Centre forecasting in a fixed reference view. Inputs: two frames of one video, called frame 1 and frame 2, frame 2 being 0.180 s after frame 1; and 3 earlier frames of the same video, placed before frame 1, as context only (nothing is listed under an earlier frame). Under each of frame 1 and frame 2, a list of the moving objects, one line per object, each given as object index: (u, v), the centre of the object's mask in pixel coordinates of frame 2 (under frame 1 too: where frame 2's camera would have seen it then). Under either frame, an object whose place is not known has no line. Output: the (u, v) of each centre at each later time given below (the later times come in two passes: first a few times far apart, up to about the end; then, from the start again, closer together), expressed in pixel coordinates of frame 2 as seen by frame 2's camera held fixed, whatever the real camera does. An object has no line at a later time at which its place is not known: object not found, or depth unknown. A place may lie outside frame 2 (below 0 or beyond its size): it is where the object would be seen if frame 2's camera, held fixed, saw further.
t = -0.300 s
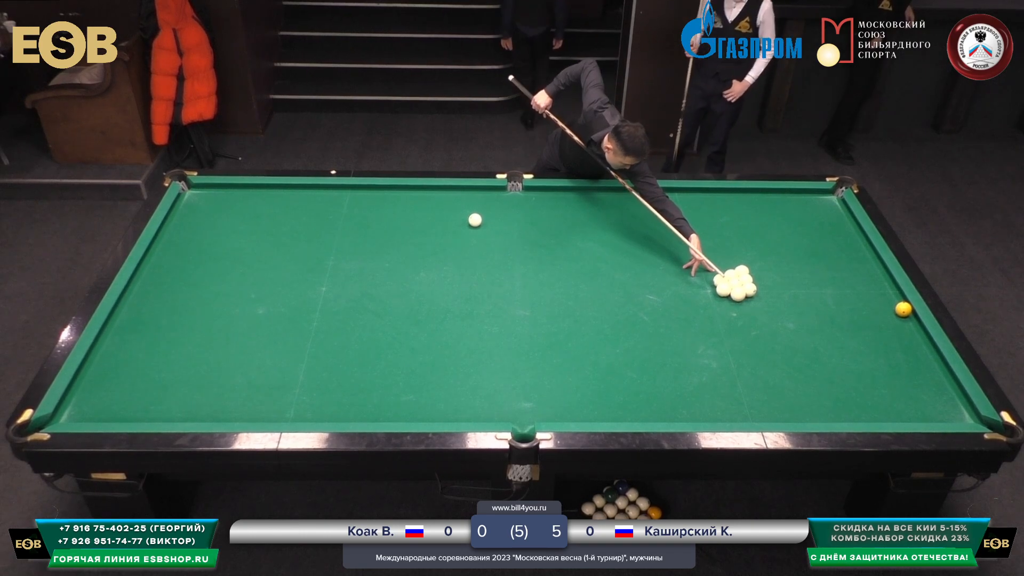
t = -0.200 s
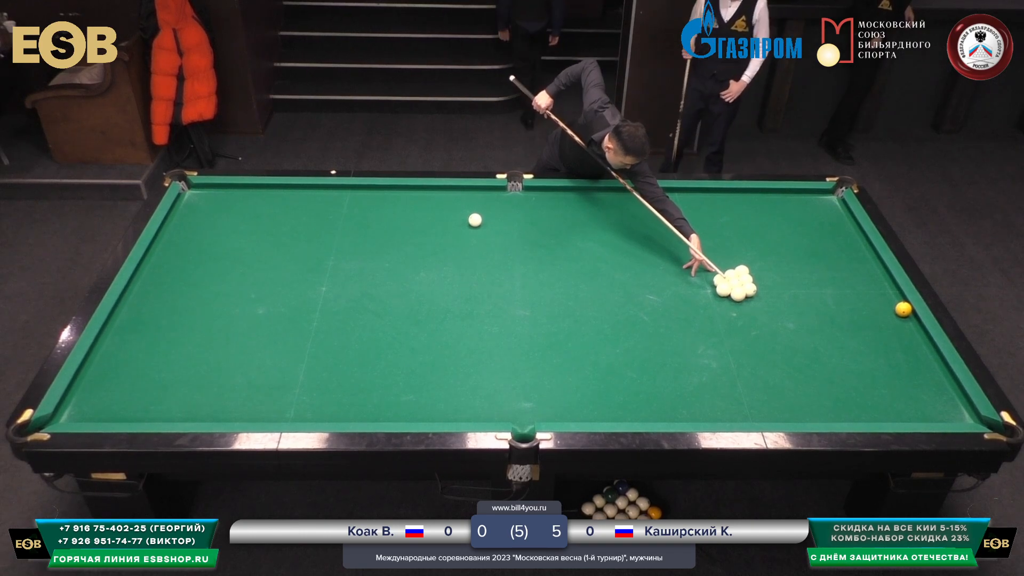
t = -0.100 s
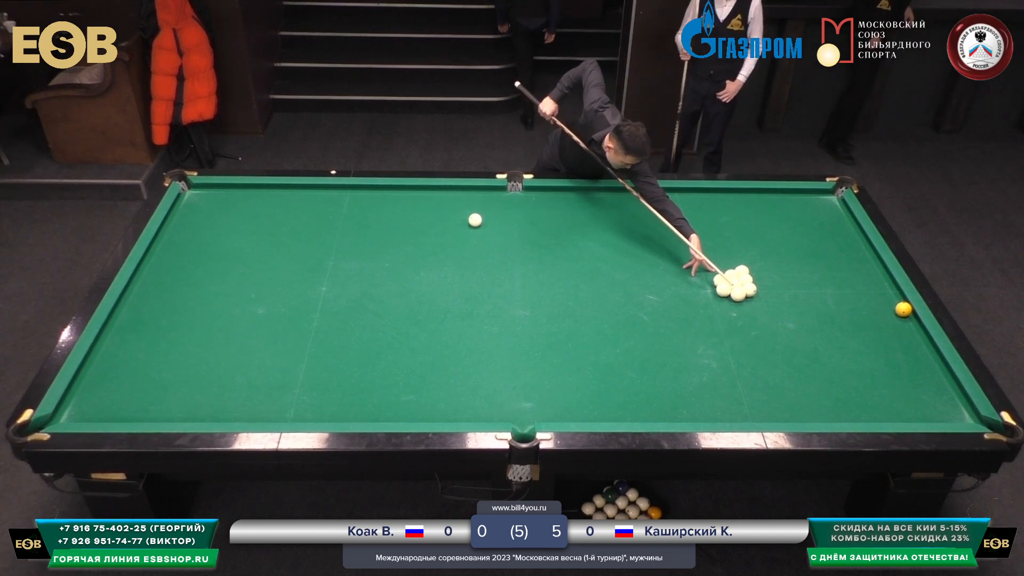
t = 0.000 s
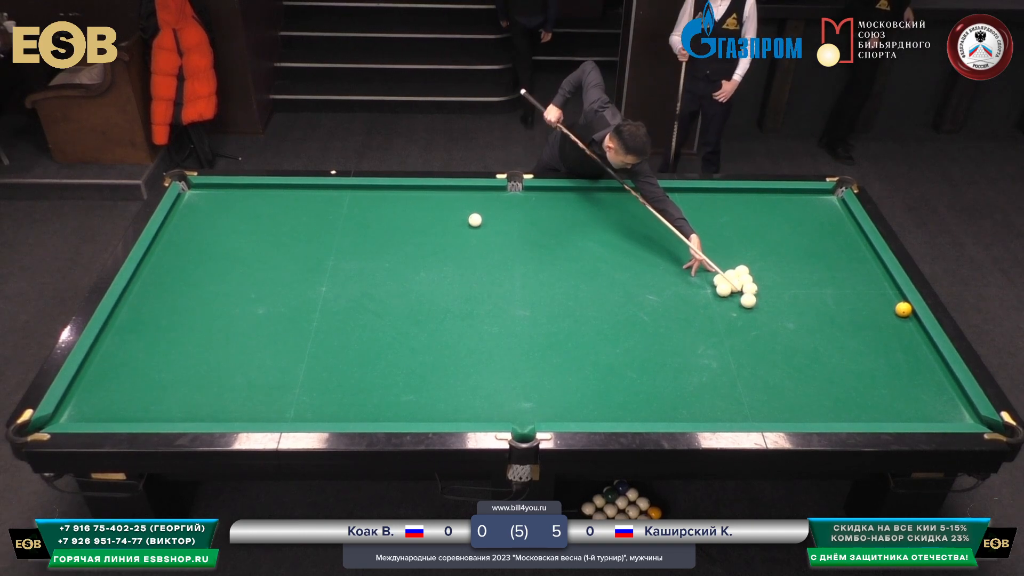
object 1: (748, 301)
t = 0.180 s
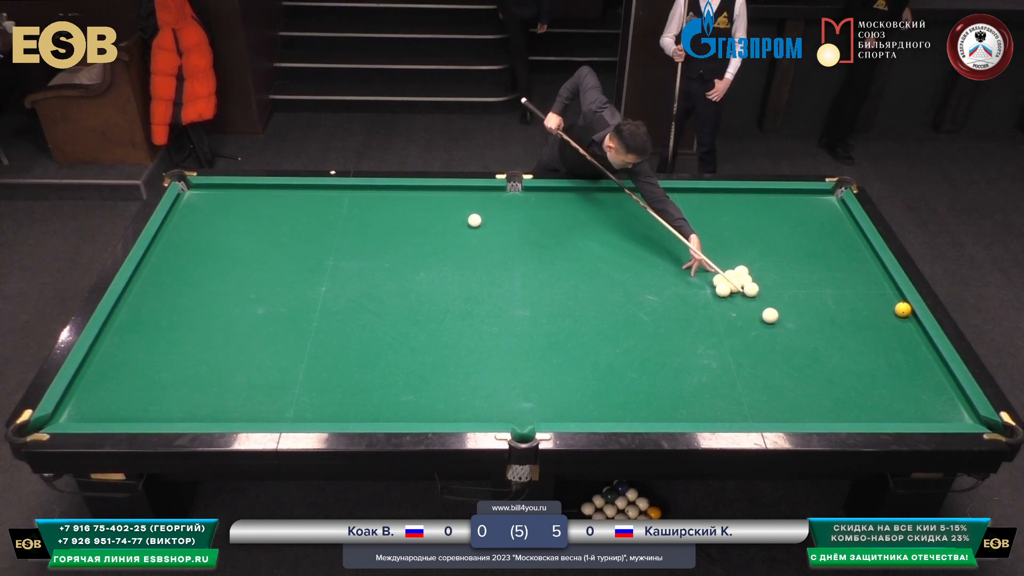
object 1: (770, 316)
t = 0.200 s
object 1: (772, 317)
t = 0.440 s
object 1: (803, 337)
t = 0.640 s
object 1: (830, 354)
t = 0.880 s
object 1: (862, 376)
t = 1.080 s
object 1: (890, 394)
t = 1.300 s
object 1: (921, 414)
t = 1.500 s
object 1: (932, 411)
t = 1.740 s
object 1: (939, 399)
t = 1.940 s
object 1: (944, 390)
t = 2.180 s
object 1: (949, 381)
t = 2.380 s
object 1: (942, 374)
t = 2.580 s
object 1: (934, 368)
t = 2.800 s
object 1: (926, 362)
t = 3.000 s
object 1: (919, 358)
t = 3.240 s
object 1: (912, 353)
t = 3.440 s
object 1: (906, 349)
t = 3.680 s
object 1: (901, 345)
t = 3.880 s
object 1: (897, 342)
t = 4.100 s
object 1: (894, 340)
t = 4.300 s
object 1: (891, 338)
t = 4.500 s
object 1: (889, 336)
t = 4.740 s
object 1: (886, 335)
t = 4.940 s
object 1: (885, 334)
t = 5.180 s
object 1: (885, 334)
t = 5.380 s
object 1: (885, 334)
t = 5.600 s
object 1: (885, 334)
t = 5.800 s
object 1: (885, 334)
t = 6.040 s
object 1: (885, 334)
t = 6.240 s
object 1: (885, 334)
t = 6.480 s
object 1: (885, 334)
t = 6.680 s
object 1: (885, 334)
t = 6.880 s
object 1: (885, 334)
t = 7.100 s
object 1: (885, 334)
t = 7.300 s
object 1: (886, 334)
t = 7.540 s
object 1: (885, 334)
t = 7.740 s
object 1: (885, 334)
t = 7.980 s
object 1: (885, 334)
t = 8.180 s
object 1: (885, 334)
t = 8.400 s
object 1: (885, 334)
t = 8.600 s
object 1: (885, 334)
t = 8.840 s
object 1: (886, 334)
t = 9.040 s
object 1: (885, 334)
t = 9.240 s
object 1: (885, 334)
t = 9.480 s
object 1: (885, 334)
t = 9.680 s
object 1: (885, 334)
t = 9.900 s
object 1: (885, 334)
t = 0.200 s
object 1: (772, 317)
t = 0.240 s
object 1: (777, 320)
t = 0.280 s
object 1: (783, 324)
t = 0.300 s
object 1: (785, 325)
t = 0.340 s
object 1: (790, 329)
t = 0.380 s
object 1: (796, 332)
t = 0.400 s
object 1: (798, 334)
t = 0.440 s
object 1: (803, 337)
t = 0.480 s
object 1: (809, 341)
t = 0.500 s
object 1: (811, 342)
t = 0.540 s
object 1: (817, 346)
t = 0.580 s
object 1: (822, 349)
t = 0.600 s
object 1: (825, 351)
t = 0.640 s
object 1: (830, 354)
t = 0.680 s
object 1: (835, 358)
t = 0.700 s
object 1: (838, 360)
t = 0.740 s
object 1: (843, 363)
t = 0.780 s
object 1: (848, 367)
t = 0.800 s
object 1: (851, 369)
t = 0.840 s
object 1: (857, 372)
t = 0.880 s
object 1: (862, 376)
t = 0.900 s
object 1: (865, 377)
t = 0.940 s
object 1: (870, 381)
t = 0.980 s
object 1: (876, 385)
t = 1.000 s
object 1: (879, 386)
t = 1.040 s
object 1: (884, 390)
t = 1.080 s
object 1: (890, 394)
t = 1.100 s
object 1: (893, 395)
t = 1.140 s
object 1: (898, 399)
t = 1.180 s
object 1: (904, 403)
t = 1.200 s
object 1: (907, 405)
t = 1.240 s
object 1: (913, 408)
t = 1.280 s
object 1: (918, 412)
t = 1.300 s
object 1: (921, 414)
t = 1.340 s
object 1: (927, 416)
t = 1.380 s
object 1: (929, 415)
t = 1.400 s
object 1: (930, 415)
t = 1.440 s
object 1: (931, 413)
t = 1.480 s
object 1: (931, 412)
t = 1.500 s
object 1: (932, 411)
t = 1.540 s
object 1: (933, 409)
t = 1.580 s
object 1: (934, 407)
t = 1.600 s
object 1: (935, 406)
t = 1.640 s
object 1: (936, 404)
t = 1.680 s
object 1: (937, 402)
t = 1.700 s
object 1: (937, 401)
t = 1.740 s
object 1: (939, 399)
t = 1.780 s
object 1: (940, 397)
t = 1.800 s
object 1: (940, 396)
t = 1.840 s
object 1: (941, 395)
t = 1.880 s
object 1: (943, 393)
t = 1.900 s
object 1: (943, 392)
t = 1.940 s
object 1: (944, 390)
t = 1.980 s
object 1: (945, 388)
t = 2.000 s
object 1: (945, 388)
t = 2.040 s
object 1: (946, 386)
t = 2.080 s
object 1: (947, 384)
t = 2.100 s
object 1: (948, 384)
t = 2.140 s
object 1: (948, 382)
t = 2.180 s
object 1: (949, 381)
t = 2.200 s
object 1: (949, 380)
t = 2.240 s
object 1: (948, 378)
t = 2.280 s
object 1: (946, 377)
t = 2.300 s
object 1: (946, 377)
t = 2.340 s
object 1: (944, 375)
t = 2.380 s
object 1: (942, 374)
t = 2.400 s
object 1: (941, 373)
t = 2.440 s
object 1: (939, 372)
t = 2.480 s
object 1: (938, 371)
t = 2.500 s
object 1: (937, 370)
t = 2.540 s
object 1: (936, 370)
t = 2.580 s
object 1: (934, 368)
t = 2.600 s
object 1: (934, 368)
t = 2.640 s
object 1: (932, 366)
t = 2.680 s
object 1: (930, 366)
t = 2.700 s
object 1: (930, 365)
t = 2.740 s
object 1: (928, 364)
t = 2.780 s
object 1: (927, 363)
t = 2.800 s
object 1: (926, 362)
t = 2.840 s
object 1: (925, 362)
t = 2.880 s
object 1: (923, 361)
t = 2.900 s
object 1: (922, 360)
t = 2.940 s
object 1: (921, 359)
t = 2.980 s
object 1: (920, 358)
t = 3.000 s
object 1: (919, 358)
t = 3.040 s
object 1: (918, 357)
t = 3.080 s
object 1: (916, 356)
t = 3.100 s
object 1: (916, 356)
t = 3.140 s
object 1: (915, 355)
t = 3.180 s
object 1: (913, 354)
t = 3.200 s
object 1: (913, 354)
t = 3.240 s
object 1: (912, 353)
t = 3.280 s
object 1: (911, 352)
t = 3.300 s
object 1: (910, 352)
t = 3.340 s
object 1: (909, 351)
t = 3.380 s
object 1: (908, 350)
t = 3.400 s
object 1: (907, 350)
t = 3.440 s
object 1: (906, 349)
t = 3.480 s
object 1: (906, 348)
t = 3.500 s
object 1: (905, 348)
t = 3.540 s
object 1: (904, 347)
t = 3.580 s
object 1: (904, 347)
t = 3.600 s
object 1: (903, 346)
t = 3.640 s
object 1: (902, 346)
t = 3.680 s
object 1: (901, 345)
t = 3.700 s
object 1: (901, 345)
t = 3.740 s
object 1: (900, 344)
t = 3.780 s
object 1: (899, 344)
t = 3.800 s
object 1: (899, 343)
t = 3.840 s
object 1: (898, 343)
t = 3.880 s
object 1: (897, 342)
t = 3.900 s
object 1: (897, 342)
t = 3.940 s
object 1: (896, 341)
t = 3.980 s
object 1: (896, 341)
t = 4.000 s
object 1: (895, 341)
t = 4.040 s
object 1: (895, 340)
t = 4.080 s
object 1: (894, 340)
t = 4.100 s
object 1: (894, 340)
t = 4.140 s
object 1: (893, 339)
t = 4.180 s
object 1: (893, 339)
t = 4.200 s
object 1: (892, 339)
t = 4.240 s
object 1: (892, 338)
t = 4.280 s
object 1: (891, 338)
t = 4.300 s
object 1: (891, 338)
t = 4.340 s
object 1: (891, 337)
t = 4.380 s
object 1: (890, 337)
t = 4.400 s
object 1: (890, 337)
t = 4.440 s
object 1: (889, 336)
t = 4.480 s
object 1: (889, 336)
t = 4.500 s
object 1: (889, 336)
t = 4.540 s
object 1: (888, 336)
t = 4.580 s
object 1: (888, 336)
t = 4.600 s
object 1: (887, 335)
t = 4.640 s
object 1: (887, 335)
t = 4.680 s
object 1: (886, 335)
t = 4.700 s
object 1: (886, 335)
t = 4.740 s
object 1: (886, 335)
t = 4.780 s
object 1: (886, 335)
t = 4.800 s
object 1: (886, 335)
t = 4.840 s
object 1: (885, 334)
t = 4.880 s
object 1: (885, 334)
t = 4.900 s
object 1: (885, 334)
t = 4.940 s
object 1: (885, 334)
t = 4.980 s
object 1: (885, 334)
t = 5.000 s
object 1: (885, 334)
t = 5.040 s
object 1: (885, 334)
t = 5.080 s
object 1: (885, 334)
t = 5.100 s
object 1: (885, 334)
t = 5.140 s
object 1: (885, 334)
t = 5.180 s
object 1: (885, 334)
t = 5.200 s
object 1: (885, 334)
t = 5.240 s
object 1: (885, 334)
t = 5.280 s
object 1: (885, 334)
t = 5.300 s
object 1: (885, 334)
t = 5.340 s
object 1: (885, 334)
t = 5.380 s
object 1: (885, 334)
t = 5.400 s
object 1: (885, 334)
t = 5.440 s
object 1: (885, 334)
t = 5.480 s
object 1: (886, 334)
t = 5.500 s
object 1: (885, 334)
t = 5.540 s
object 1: (885, 334)
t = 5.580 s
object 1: (885, 334)
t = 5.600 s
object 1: (885, 334)
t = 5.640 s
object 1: (885, 334)
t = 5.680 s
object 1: (885, 334)
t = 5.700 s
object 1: (885, 334)
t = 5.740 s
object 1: (885, 334)
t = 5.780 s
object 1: (885, 334)
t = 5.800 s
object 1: (885, 334)
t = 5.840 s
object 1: (885, 334)
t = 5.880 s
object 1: (885, 334)
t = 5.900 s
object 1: (885, 334)
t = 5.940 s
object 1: (885, 334)
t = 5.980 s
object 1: (885, 334)
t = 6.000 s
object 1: (885, 334)
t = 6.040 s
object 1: (885, 334)
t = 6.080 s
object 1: (885, 334)
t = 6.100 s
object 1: (885, 334)
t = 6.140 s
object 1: (886, 334)
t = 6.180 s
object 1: (886, 334)
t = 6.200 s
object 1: (886, 334)
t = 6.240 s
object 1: (885, 334)
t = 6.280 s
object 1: (885, 334)
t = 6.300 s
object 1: (885, 334)
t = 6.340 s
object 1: (885, 334)
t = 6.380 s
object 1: (885, 334)
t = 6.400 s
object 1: (885, 334)
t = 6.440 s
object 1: (885, 334)
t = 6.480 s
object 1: (885, 334)
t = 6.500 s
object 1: (885, 334)
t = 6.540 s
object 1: (885, 334)
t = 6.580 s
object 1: (885, 334)
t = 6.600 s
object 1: (885, 334)
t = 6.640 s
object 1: (885, 334)
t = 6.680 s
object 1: (885, 334)
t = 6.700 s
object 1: (885, 334)
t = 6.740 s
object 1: (886, 334)
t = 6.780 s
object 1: (885, 334)
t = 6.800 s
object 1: (885, 334)
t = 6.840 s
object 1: (885, 334)
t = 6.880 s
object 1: (885, 334)
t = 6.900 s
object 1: (885, 334)
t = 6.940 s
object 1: (885, 334)
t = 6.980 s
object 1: (885, 334)
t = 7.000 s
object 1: (885, 334)
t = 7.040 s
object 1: (885, 334)
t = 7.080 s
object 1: (885, 334)
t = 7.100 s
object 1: (885, 334)
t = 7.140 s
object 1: (885, 334)
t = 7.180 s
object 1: (885, 334)
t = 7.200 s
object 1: (885, 334)
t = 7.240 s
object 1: (885, 334)
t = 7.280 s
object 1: (885, 334)
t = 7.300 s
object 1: (886, 334)
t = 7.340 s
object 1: (886, 334)
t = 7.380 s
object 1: (886, 334)
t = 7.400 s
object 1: (886, 334)
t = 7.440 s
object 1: (886, 334)
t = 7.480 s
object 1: (885, 334)
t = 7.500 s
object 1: (885, 334)
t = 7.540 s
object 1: (885, 334)
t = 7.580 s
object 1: (885, 334)
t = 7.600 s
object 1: (885, 334)
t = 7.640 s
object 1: (885, 334)
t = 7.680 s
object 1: (885, 334)
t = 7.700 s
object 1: (885, 334)
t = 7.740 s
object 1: (885, 334)
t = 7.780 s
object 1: (885, 334)
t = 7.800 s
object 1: (886, 334)
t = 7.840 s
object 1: (886, 334)
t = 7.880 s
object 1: (886, 334)
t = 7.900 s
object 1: (886, 334)
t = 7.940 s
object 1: (885, 334)
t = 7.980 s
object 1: (885, 334)
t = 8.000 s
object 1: (885, 334)
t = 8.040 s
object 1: (885, 334)
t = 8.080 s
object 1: (885, 334)
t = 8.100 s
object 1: (885, 334)
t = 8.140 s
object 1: (885, 334)
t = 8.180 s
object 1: (885, 334)
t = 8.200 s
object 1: (885, 334)
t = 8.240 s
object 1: (885, 334)
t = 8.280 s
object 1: (886, 334)
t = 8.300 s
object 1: (886, 334)
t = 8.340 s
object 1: (886, 334)
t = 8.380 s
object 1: (885, 334)
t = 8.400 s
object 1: (885, 334)
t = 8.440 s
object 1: (885, 334)
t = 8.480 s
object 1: (885, 334)
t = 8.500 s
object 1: (885, 334)
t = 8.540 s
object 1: (885, 334)
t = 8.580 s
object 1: (885, 334)
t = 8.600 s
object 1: (885, 334)
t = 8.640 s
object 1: (885, 334)
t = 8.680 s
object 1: (885, 334)
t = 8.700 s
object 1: (885, 334)
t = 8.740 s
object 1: (885, 334)
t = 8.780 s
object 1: (885, 334)
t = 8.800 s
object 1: (886, 334)
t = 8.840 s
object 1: (886, 334)
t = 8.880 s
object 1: (885, 334)
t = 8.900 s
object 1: (885, 334)
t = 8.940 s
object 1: (885, 334)
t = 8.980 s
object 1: (885, 334)
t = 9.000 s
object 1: (885, 334)
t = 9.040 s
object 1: (885, 334)
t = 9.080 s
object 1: (885, 334)
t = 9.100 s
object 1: (885, 334)
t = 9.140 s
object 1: (885, 334)
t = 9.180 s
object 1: (885, 334)
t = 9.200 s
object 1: (885, 334)
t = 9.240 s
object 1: (885, 334)
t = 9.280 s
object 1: (885, 334)
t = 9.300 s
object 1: (885, 334)
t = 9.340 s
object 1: (885, 334)
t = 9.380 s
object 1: (885, 334)
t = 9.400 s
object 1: (885, 334)
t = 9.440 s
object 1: (885, 334)
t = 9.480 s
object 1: (885, 334)
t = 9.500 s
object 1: (885, 334)
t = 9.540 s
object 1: (885, 334)
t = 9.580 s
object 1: (885, 334)
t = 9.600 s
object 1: (885, 334)
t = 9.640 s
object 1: (885, 334)
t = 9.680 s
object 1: (885, 334)
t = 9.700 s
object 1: (885, 334)
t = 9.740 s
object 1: (885, 334)
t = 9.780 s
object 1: (885, 334)
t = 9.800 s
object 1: (885, 334)
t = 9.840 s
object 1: (885, 334)
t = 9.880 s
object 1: (885, 334)
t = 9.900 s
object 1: (885, 334)
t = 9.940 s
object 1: (885, 334)
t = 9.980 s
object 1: (886, 334)
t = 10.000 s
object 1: (886, 334)
